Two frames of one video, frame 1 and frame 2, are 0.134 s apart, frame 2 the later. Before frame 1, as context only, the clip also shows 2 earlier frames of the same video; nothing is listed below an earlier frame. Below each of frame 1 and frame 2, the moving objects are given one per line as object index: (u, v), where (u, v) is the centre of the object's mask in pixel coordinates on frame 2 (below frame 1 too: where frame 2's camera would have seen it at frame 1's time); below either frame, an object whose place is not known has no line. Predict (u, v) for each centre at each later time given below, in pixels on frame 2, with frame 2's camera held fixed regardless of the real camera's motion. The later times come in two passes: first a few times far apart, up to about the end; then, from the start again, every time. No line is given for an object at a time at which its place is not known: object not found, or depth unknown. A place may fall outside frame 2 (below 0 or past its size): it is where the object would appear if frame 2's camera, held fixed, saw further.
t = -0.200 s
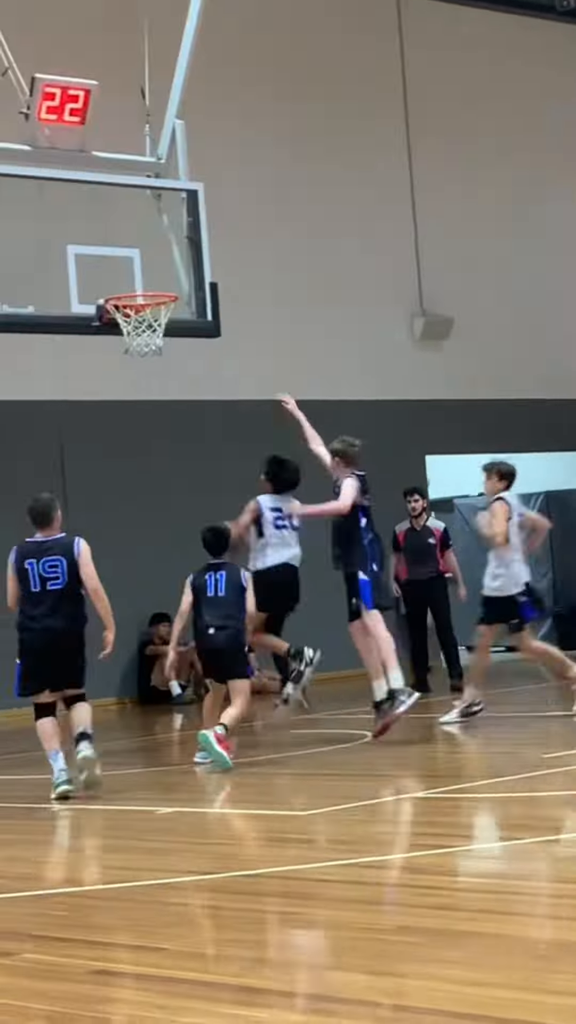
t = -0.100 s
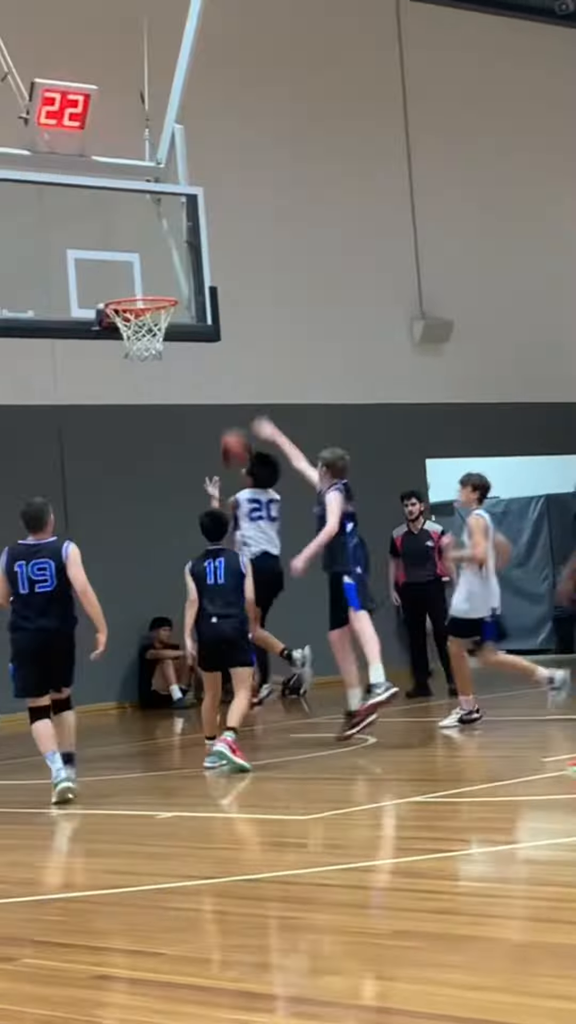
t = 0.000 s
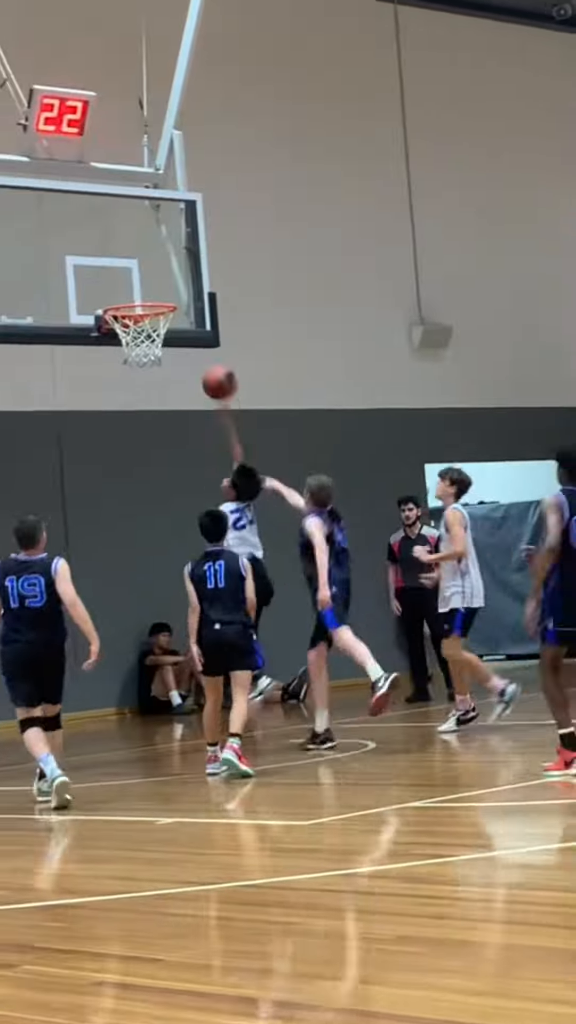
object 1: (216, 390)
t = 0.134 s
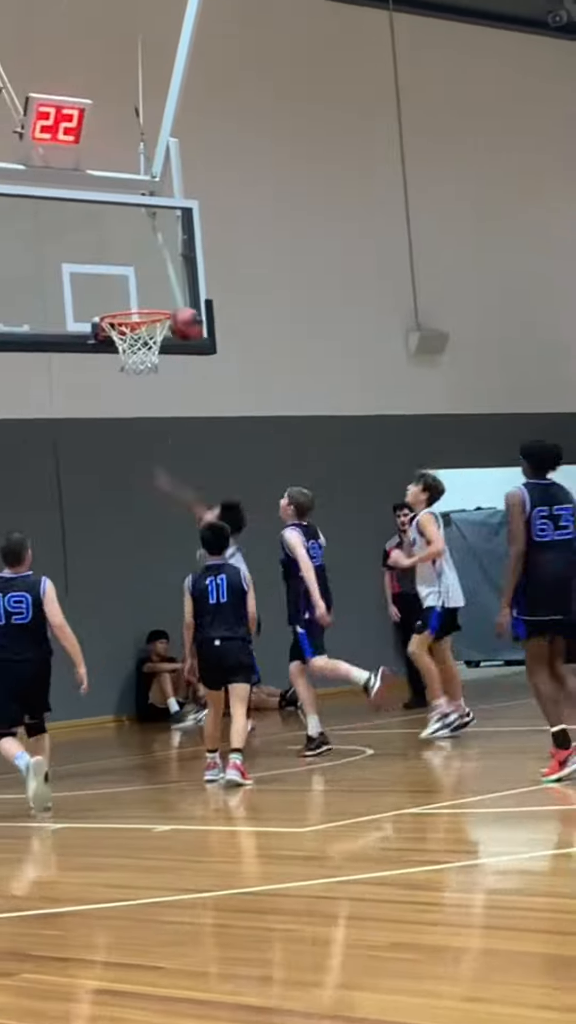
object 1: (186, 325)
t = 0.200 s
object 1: (173, 301)
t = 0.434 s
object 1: (125, 270)
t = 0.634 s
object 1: (114, 299)
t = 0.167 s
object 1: (181, 313)
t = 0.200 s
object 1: (173, 301)
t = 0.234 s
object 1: (165, 293)
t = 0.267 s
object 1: (158, 285)
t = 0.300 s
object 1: (151, 279)
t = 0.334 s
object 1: (144, 274)
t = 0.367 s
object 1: (138, 271)
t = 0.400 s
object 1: (132, 269)
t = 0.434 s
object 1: (125, 270)
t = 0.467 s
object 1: (122, 271)
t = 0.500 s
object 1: (120, 273)
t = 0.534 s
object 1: (118, 277)
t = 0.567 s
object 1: (117, 284)
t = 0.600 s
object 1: (116, 291)
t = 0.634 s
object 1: (114, 299)
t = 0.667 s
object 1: (116, 301)
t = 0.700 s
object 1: (124, 299)
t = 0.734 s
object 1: (133, 298)
